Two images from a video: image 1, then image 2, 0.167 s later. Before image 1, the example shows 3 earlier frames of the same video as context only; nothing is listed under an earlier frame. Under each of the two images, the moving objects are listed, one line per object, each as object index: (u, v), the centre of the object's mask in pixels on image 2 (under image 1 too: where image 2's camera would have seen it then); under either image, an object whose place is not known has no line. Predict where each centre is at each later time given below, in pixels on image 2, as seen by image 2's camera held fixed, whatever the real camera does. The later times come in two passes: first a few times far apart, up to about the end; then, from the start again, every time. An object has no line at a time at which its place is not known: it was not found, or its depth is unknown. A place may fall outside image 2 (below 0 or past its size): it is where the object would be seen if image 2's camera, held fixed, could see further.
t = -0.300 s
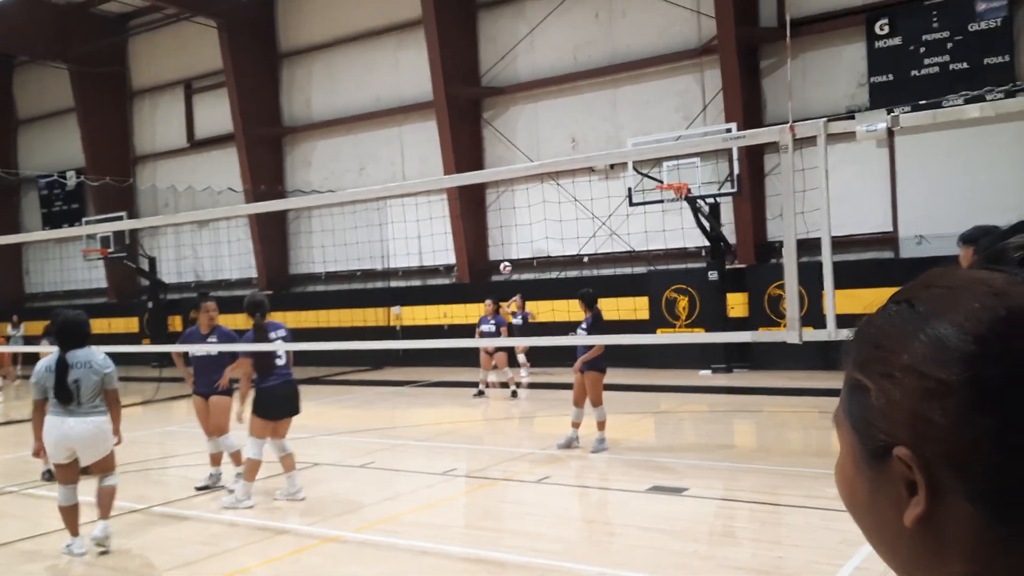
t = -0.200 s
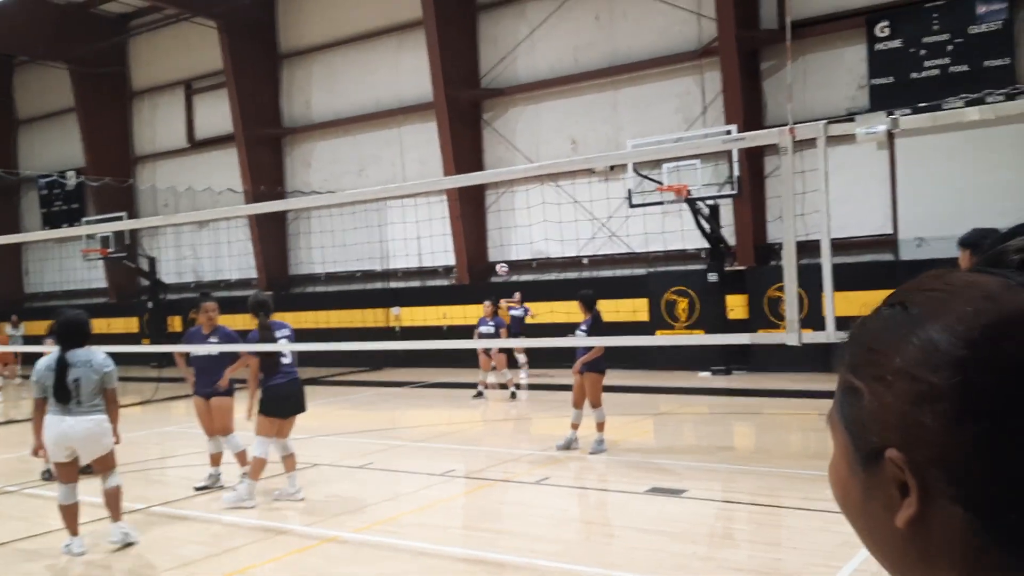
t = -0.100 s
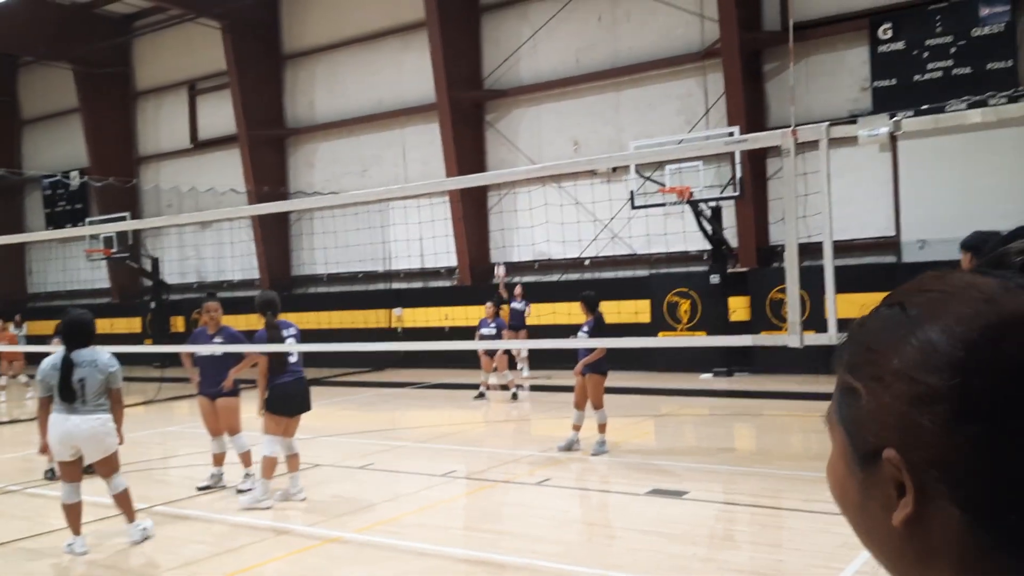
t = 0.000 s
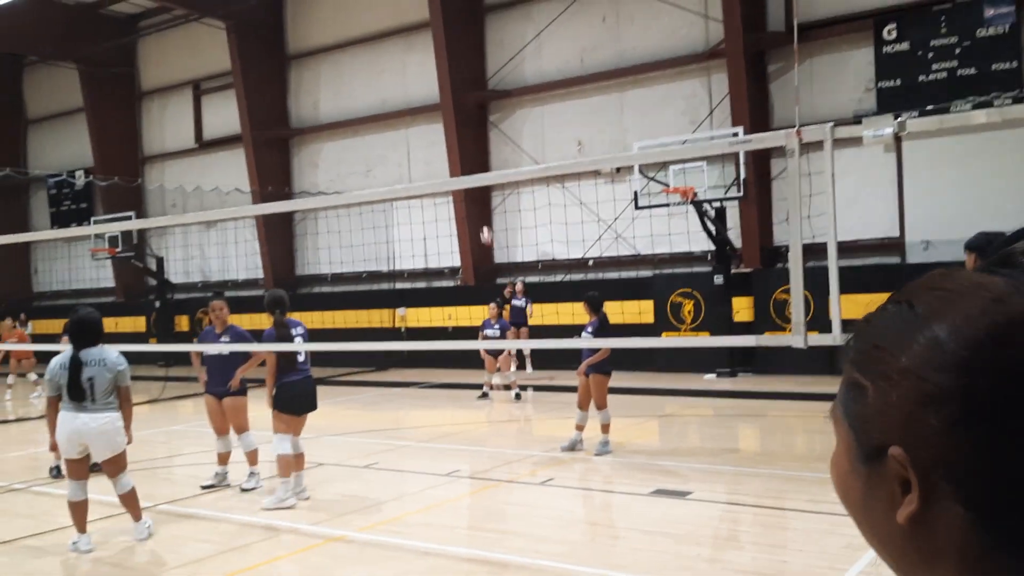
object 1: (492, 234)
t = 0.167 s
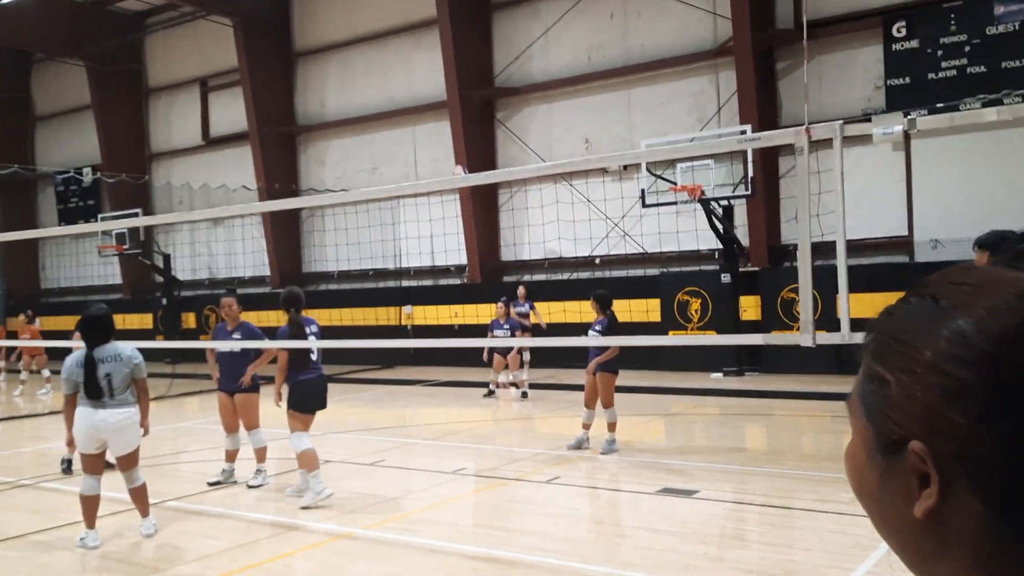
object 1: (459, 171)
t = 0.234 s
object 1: (445, 149)
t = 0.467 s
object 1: (379, 78)
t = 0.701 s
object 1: (290, 44)
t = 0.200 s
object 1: (453, 161)
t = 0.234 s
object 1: (445, 149)
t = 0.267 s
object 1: (437, 138)
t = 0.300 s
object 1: (427, 126)
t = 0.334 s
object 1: (419, 116)
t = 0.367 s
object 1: (409, 105)
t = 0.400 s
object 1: (399, 95)
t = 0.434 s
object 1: (389, 86)
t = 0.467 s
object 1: (379, 78)
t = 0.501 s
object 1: (368, 70)
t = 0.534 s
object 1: (356, 64)
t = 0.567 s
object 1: (345, 58)
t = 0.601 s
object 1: (331, 53)
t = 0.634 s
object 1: (318, 47)
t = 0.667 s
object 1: (304, 46)
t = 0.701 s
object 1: (290, 44)
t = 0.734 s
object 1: (274, 43)
